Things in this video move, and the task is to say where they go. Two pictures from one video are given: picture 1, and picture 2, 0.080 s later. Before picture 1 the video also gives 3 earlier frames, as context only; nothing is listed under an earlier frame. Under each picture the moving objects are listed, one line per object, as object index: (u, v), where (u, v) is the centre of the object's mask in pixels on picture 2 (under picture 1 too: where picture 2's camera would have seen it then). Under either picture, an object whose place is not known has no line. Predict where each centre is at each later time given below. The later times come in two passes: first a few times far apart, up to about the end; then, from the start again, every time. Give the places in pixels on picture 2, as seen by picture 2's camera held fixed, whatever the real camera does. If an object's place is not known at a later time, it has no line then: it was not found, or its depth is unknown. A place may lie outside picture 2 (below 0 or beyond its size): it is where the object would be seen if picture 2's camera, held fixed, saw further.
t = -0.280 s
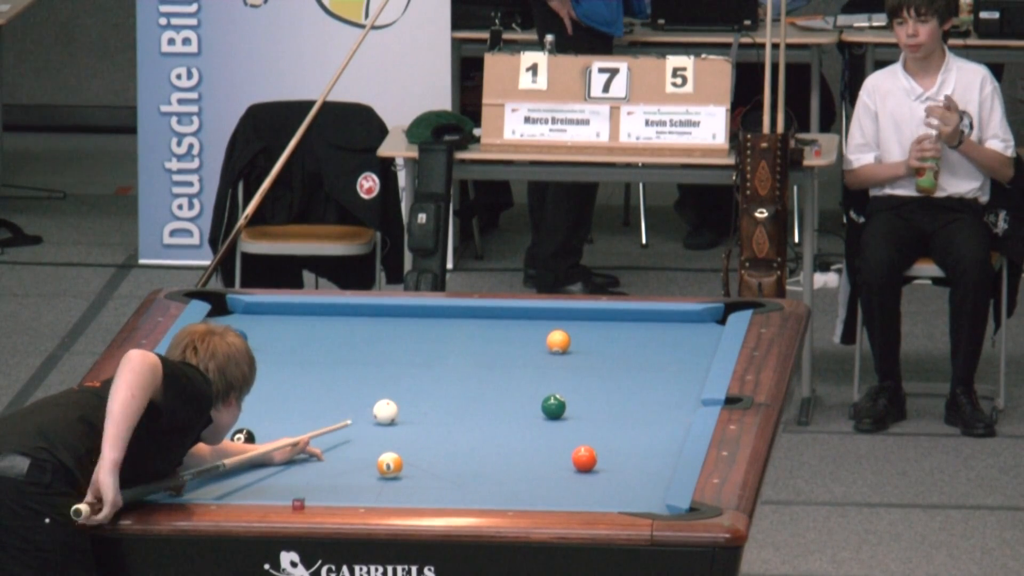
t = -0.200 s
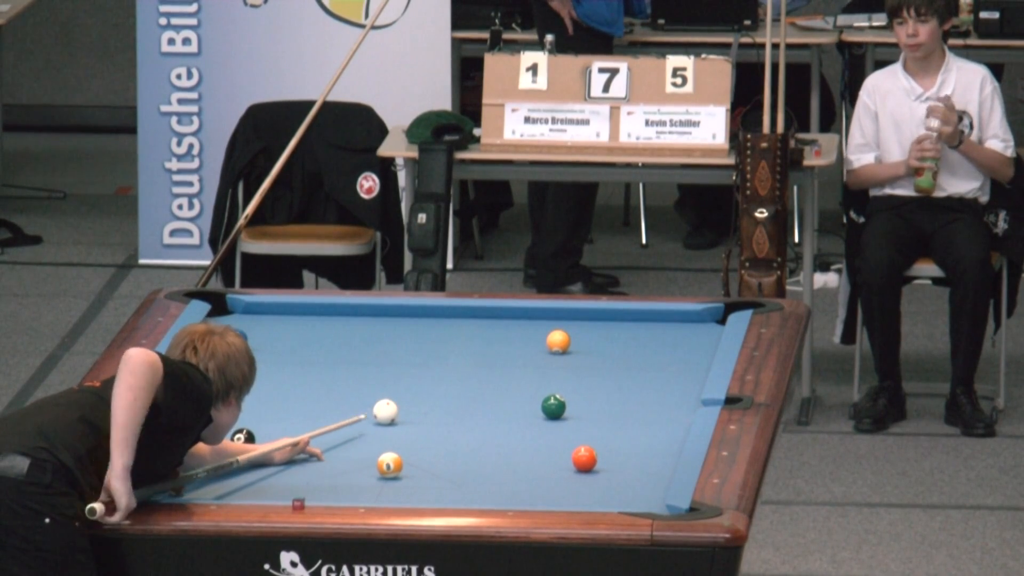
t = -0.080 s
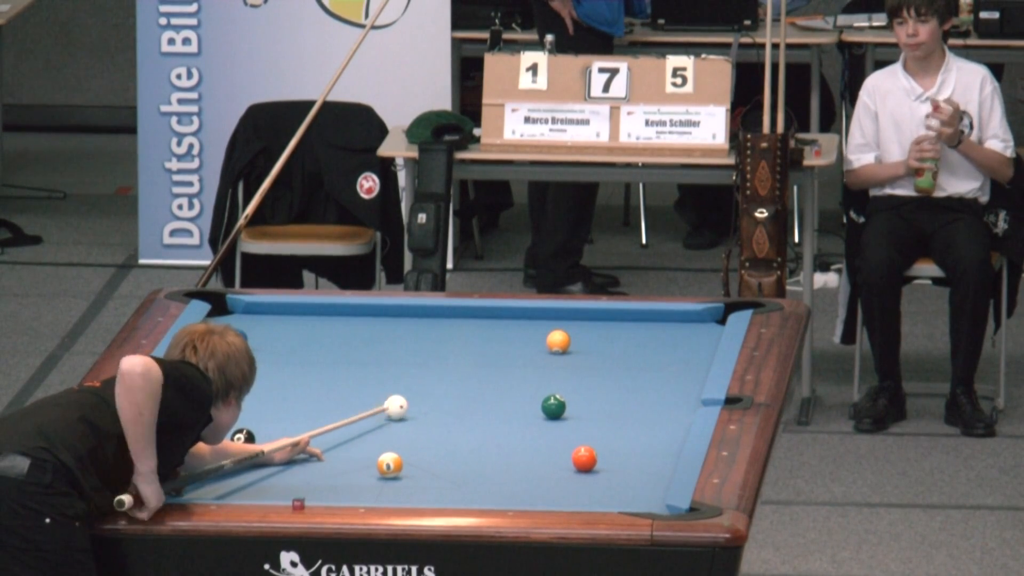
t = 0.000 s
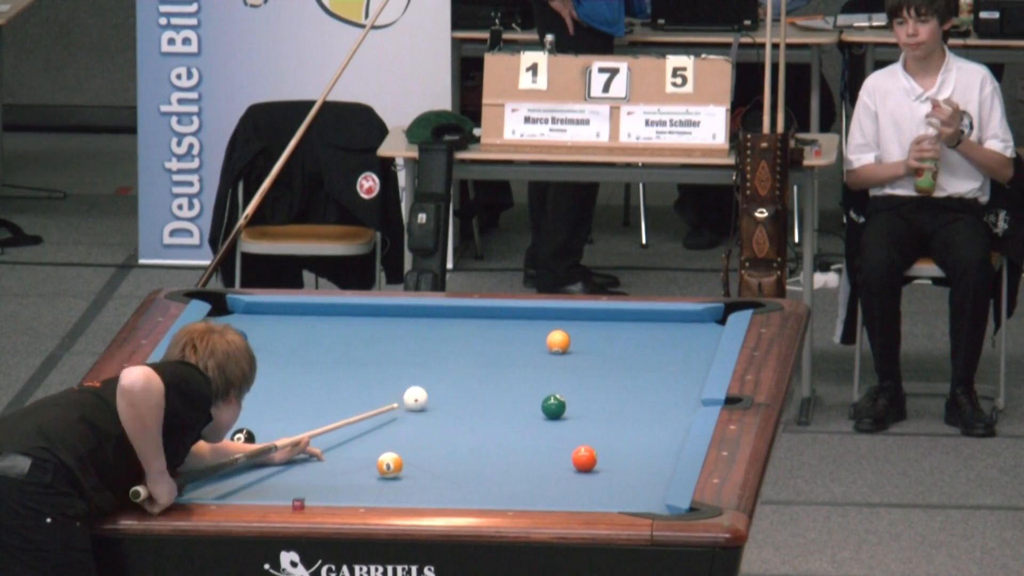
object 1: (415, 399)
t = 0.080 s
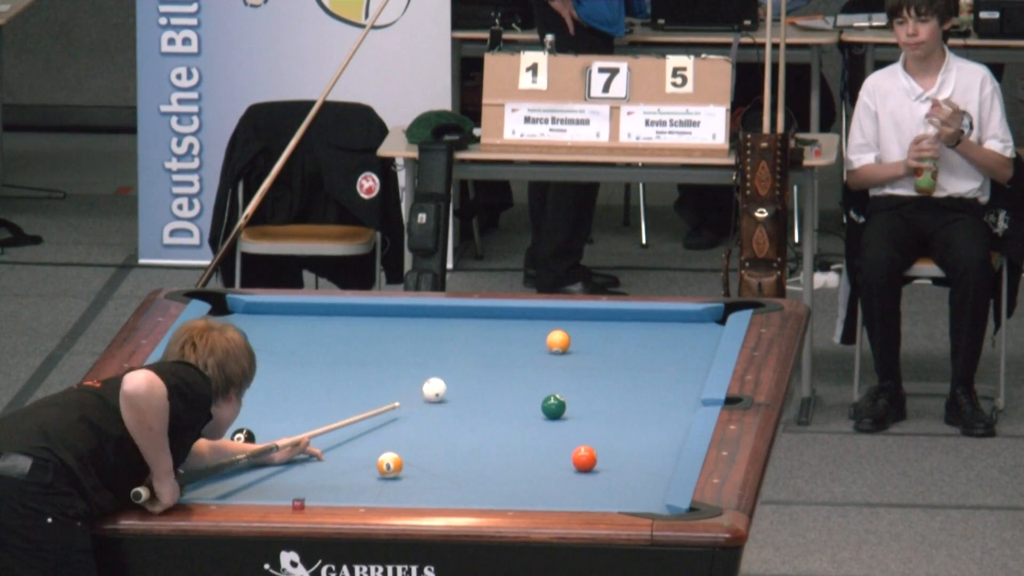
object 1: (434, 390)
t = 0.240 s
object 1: (472, 375)
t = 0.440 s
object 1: (517, 354)
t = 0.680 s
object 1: (523, 338)
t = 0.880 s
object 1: (508, 328)
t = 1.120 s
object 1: (492, 317)
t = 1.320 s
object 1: (477, 312)
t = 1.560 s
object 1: (460, 317)
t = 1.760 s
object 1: (445, 322)
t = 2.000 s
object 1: (429, 328)
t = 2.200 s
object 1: (416, 332)
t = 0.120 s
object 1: (444, 386)
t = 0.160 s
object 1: (454, 382)
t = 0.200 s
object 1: (462, 378)
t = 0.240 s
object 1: (472, 375)
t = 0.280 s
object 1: (481, 370)
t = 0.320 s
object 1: (490, 366)
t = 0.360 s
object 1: (499, 362)
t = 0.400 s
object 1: (508, 358)
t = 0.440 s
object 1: (517, 354)
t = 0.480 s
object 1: (525, 350)
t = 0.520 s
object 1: (534, 346)
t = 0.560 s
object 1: (537, 344)
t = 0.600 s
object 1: (531, 342)
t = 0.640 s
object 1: (527, 340)
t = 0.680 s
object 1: (523, 338)
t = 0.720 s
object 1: (520, 336)
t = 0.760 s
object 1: (517, 334)
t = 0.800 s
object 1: (514, 332)
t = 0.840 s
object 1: (511, 330)
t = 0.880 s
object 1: (508, 328)
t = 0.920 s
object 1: (506, 326)
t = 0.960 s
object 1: (503, 325)
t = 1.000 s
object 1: (500, 323)
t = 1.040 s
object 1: (497, 321)
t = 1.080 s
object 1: (494, 319)
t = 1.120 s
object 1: (492, 317)
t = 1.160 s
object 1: (489, 315)
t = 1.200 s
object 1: (486, 314)
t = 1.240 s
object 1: (483, 312)
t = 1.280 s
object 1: (480, 311)
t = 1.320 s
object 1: (477, 312)
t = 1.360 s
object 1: (474, 313)
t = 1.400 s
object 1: (471, 314)
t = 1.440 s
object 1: (468, 315)
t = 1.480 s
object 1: (466, 316)
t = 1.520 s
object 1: (462, 317)
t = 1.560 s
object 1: (460, 317)
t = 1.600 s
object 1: (457, 318)
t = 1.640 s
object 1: (454, 320)
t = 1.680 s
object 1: (451, 320)
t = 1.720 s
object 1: (448, 321)
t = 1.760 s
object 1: (445, 322)
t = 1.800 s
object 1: (443, 323)
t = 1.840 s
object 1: (440, 324)
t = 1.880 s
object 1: (437, 325)
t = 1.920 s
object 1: (435, 326)
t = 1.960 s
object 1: (432, 327)
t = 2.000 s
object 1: (429, 328)
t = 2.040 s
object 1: (427, 329)
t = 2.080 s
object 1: (424, 329)
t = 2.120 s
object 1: (421, 330)
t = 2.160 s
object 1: (419, 331)
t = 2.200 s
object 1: (416, 332)
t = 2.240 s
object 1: (413, 332)
